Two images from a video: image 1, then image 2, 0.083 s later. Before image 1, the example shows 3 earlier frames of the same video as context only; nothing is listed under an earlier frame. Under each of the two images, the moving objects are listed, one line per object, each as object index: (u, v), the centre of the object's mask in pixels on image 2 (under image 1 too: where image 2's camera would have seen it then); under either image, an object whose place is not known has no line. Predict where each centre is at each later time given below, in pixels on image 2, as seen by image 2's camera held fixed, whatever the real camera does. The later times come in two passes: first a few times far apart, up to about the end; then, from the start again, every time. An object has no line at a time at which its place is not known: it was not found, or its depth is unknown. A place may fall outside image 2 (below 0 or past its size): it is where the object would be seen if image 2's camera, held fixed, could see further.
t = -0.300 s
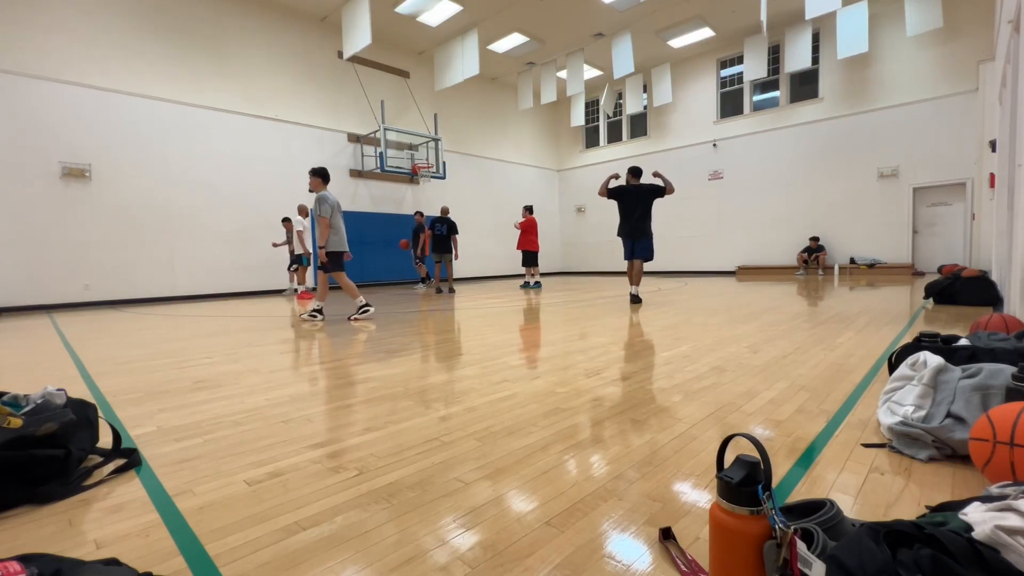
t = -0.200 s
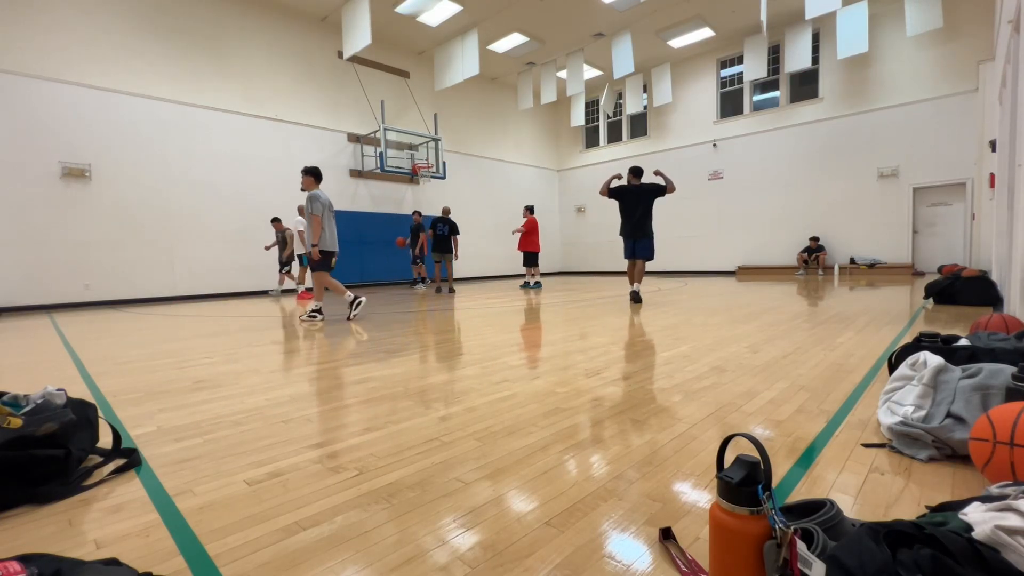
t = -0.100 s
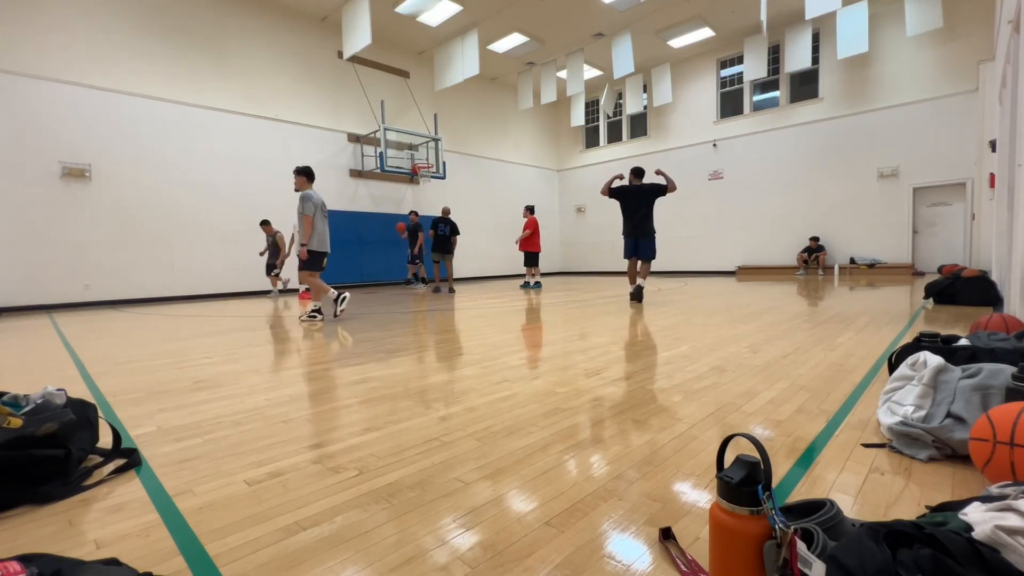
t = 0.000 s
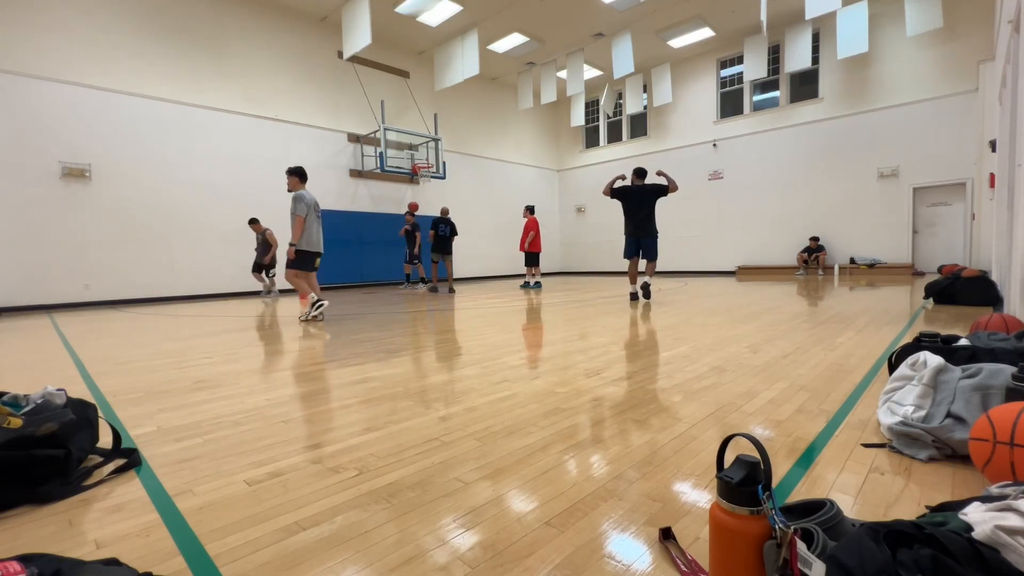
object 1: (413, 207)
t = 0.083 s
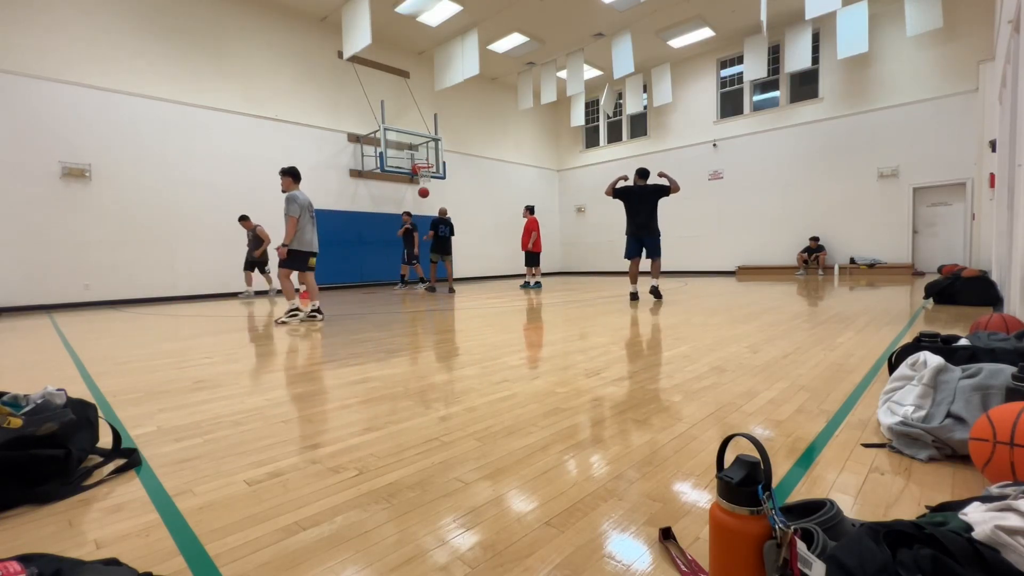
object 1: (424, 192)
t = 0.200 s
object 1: (439, 177)
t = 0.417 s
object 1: (471, 164)
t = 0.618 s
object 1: (504, 172)
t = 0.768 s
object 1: (531, 193)
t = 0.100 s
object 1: (426, 190)
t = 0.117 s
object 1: (428, 187)
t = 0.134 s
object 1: (430, 185)
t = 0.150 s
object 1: (432, 183)
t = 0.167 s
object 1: (435, 181)
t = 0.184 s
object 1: (437, 179)
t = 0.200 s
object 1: (439, 177)
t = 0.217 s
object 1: (441, 175)
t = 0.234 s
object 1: (444, 174)
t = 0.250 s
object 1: (446, 172)
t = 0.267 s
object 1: (449, 171)
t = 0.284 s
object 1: (451, 169)
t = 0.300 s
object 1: (453, 168)
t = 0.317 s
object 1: (456, 167)
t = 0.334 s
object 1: (458, 166)
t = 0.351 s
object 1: (461, 165)
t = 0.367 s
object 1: (463, 165)
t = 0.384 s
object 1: (466, 164)
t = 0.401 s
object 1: (468, 164)
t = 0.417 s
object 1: (471, 164)
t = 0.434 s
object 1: (474, 163)
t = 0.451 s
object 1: (476, 163)
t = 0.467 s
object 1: (479, 164)
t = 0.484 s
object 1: (482, 164)
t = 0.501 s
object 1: (484, 164)
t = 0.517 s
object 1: (487, 165)
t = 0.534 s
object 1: (490, 166)
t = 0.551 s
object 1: (493, 167)
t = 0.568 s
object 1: (495, 168)
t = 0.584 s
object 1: (498, 169)
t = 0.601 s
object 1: (501, 170)
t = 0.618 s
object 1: (504, 172)
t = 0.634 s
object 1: (507, 174)
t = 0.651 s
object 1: (510, 175)
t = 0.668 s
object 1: (513, 178)
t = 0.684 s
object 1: (516, 180)
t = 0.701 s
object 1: (519, 182)
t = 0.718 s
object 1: (521, 185)
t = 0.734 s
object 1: (525, 187)
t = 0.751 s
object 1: (528, 190)
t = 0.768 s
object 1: (531, 193)
